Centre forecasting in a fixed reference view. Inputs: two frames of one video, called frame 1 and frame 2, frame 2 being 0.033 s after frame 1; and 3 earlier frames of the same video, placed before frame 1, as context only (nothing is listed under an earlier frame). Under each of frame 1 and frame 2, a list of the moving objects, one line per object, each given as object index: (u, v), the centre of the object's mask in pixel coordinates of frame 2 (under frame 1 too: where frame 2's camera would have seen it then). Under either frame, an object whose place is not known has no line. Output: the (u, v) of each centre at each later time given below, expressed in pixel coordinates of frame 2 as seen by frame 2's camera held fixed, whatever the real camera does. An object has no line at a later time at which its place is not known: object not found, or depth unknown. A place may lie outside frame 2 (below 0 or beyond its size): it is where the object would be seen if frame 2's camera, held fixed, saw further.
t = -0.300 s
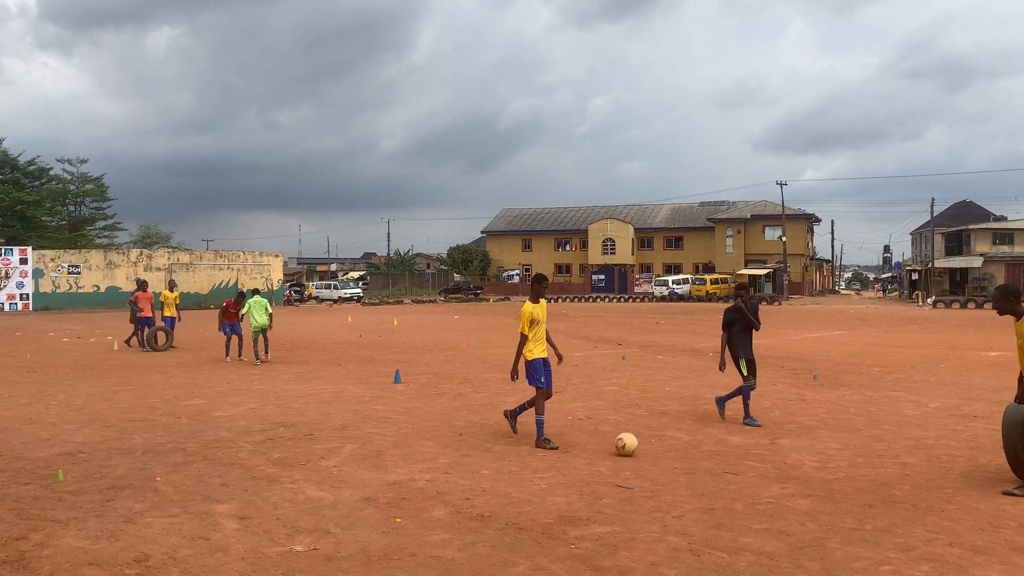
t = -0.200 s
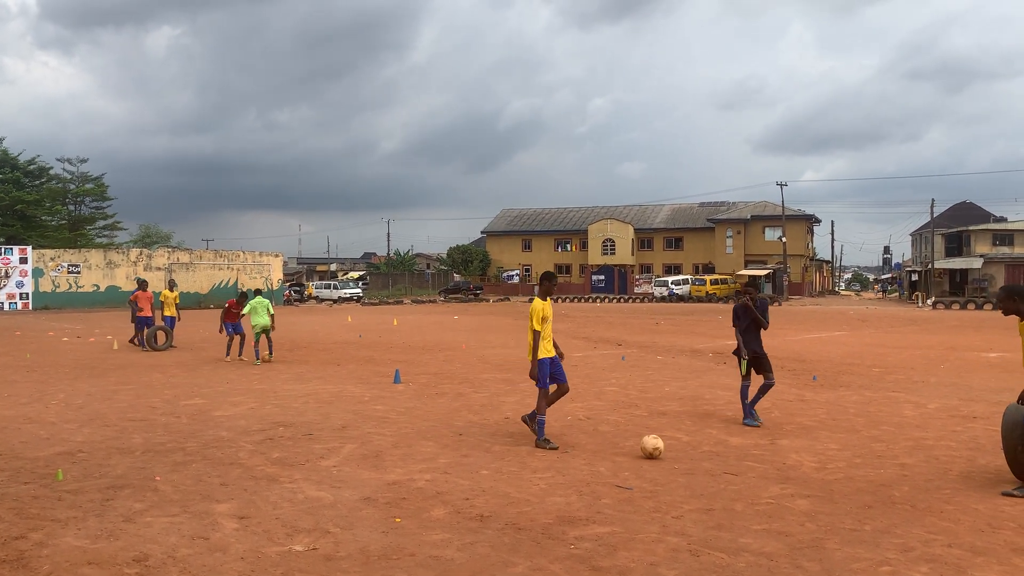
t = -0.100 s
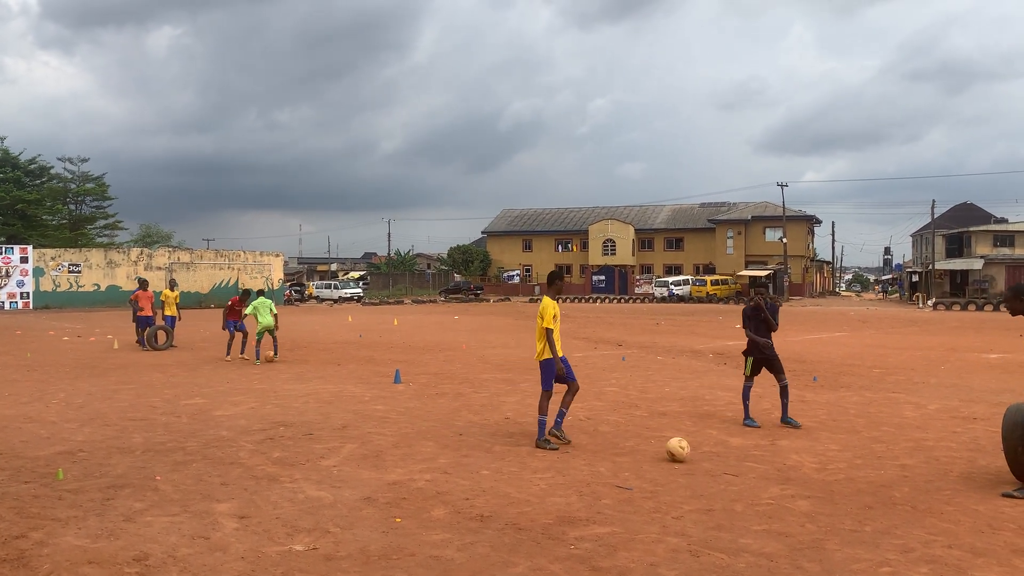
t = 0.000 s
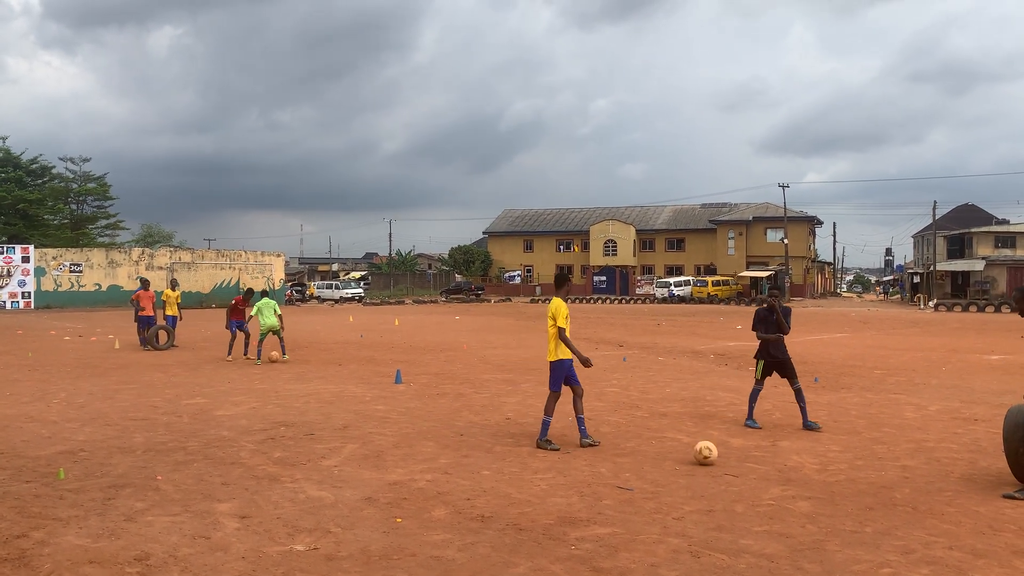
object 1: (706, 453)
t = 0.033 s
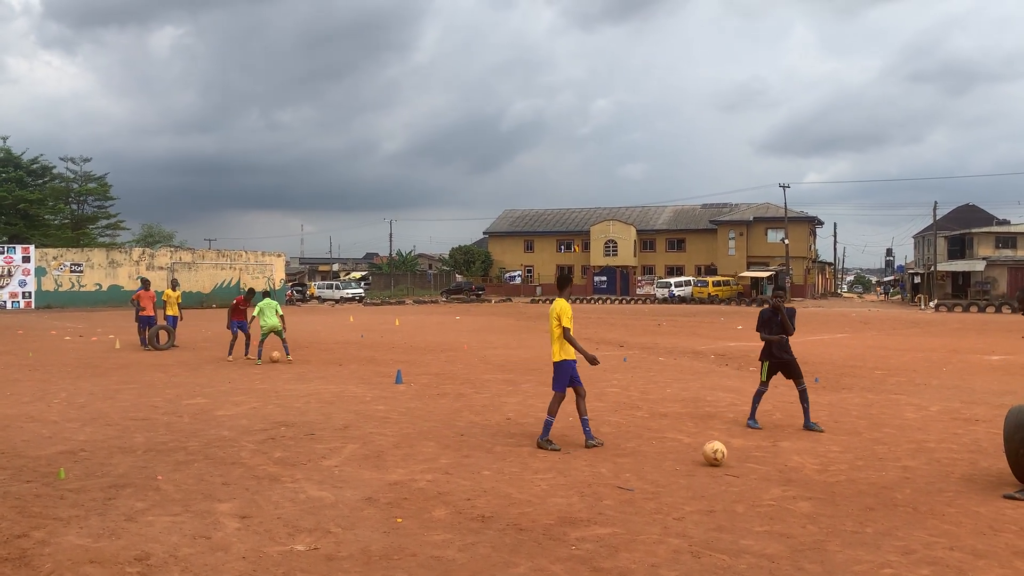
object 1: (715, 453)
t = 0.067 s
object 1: (723, 453)
